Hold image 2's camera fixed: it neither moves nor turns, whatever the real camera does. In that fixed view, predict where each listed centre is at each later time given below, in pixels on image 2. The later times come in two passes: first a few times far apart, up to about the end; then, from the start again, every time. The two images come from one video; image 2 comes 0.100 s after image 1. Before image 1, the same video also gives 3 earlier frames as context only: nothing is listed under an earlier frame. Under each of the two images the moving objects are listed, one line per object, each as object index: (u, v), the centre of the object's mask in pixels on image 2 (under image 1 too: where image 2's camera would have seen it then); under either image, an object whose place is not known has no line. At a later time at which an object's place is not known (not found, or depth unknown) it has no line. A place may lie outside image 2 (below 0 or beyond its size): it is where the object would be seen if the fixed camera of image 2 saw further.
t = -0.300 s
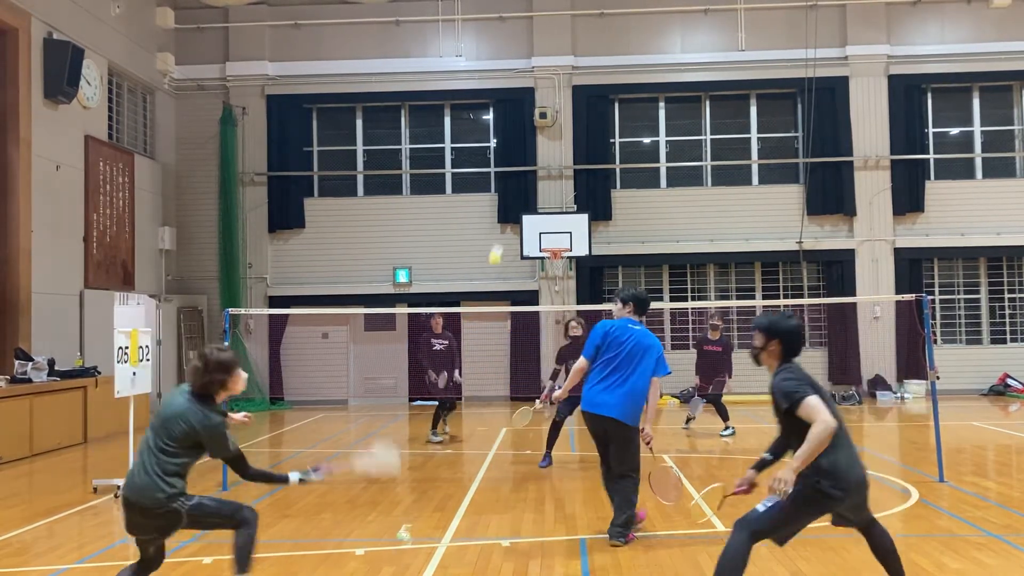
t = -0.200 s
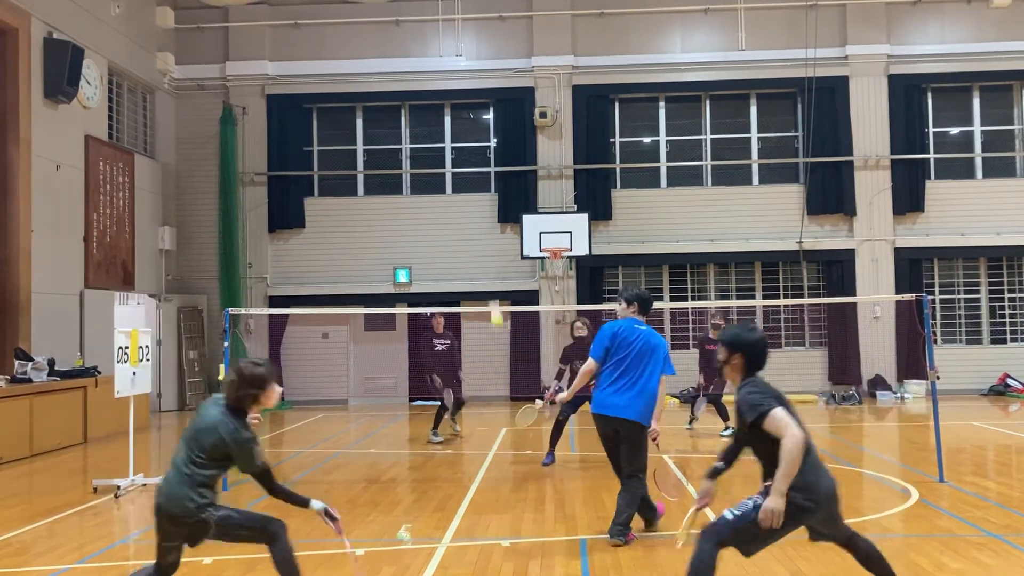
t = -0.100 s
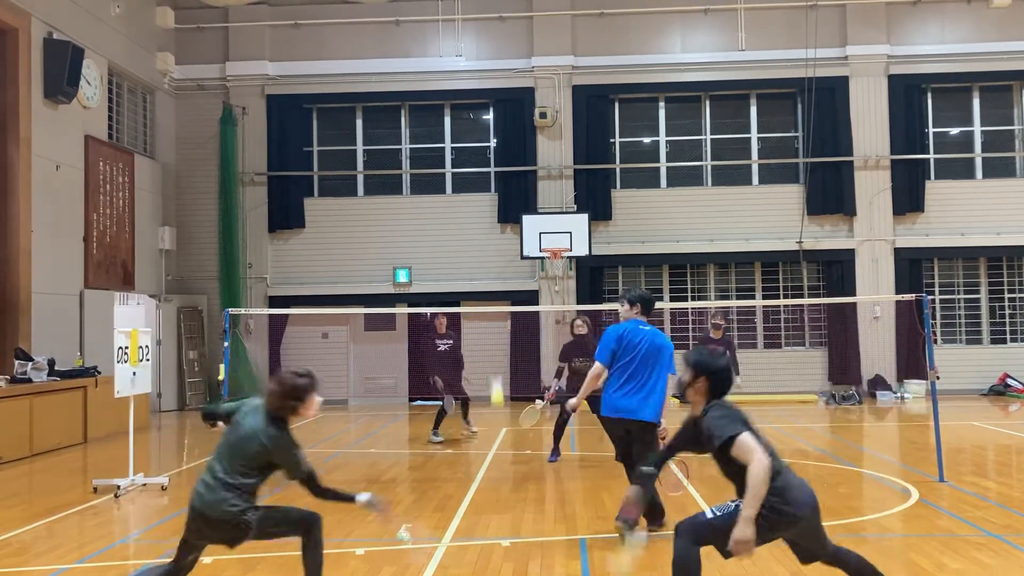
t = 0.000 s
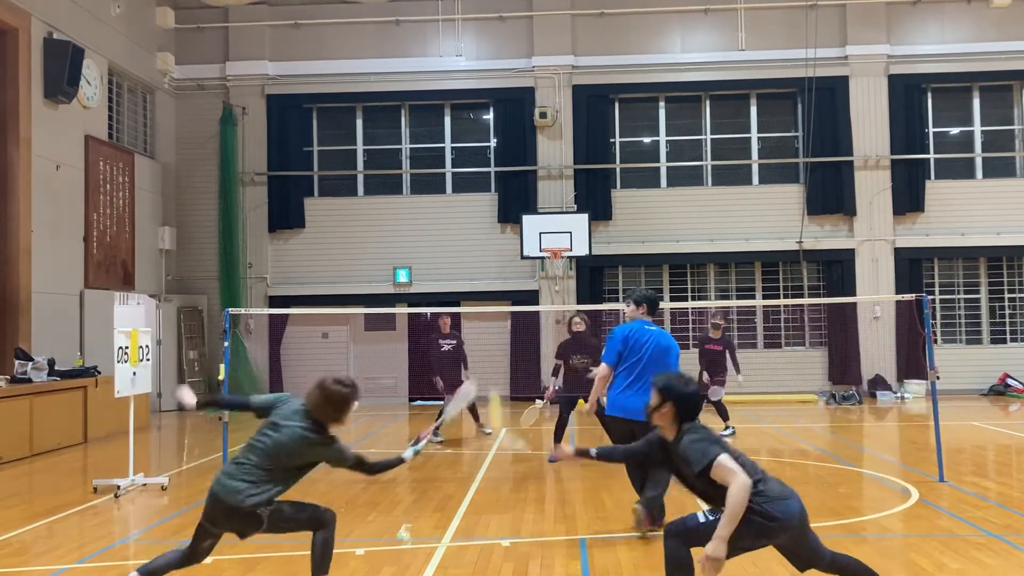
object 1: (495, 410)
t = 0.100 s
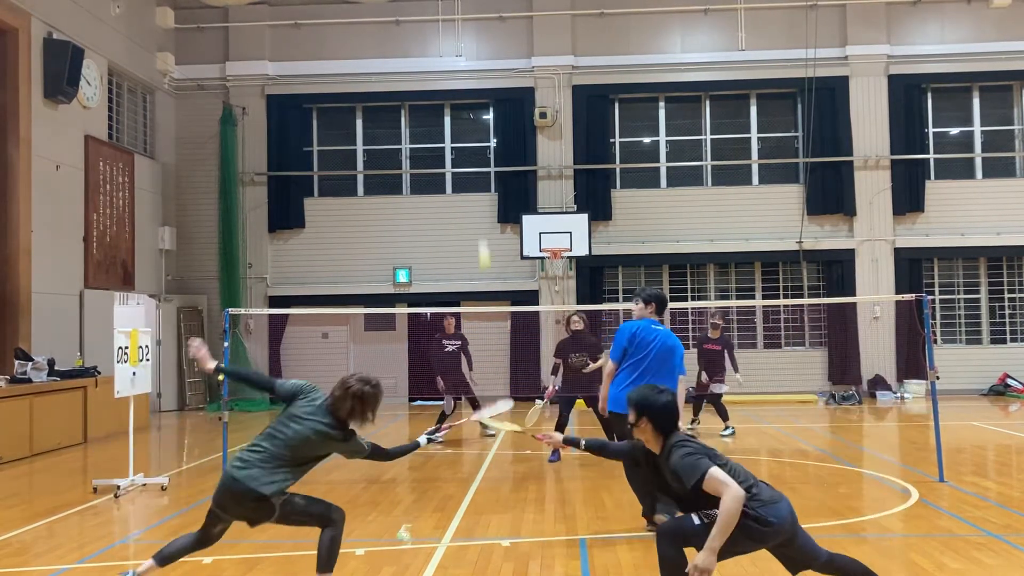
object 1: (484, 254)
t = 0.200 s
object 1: (477, 172)
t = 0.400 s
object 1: (469, 94)
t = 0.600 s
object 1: (463, 86)
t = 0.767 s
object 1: (460, 116)
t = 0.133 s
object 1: (482, 221)
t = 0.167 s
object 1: (479, 194)
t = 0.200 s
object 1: (477, 172)
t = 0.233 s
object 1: (476, 153)
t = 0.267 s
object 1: (474, 135)
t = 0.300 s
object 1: (472, 121)
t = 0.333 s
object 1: (471, 109)
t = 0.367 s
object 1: (470, 100)
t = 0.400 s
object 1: (469, 94)
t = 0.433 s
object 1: (468, 88)
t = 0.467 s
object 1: (467, 85)
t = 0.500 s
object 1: (465, 83)
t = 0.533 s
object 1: (465, 83)
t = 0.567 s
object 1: (464, 84)
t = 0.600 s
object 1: (463, 86)
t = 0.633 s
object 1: (462, 90)
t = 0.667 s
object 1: (461, 94)
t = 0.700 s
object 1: (461, 100)
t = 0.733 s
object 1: (460, 108)
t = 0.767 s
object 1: (460, 116)
